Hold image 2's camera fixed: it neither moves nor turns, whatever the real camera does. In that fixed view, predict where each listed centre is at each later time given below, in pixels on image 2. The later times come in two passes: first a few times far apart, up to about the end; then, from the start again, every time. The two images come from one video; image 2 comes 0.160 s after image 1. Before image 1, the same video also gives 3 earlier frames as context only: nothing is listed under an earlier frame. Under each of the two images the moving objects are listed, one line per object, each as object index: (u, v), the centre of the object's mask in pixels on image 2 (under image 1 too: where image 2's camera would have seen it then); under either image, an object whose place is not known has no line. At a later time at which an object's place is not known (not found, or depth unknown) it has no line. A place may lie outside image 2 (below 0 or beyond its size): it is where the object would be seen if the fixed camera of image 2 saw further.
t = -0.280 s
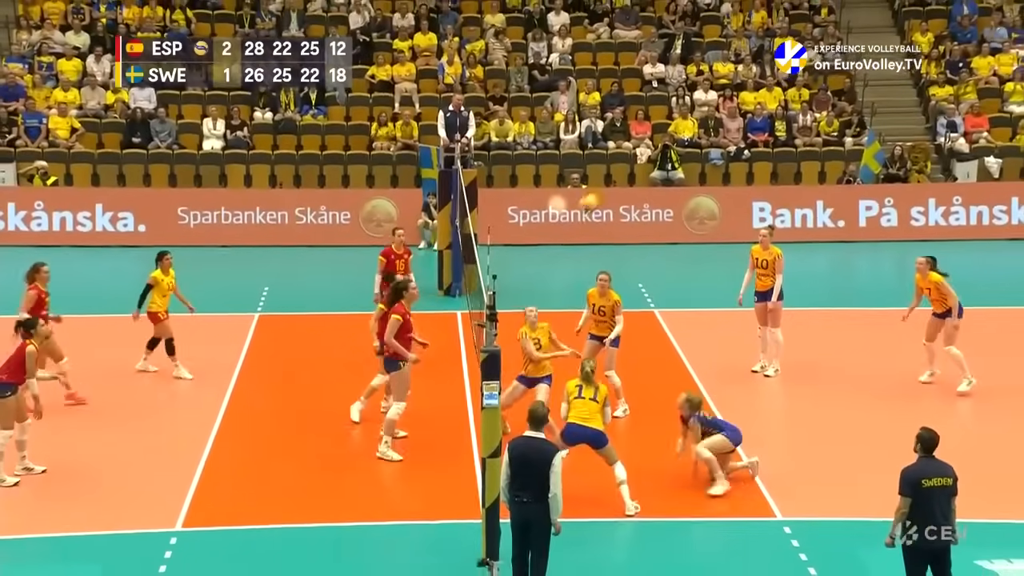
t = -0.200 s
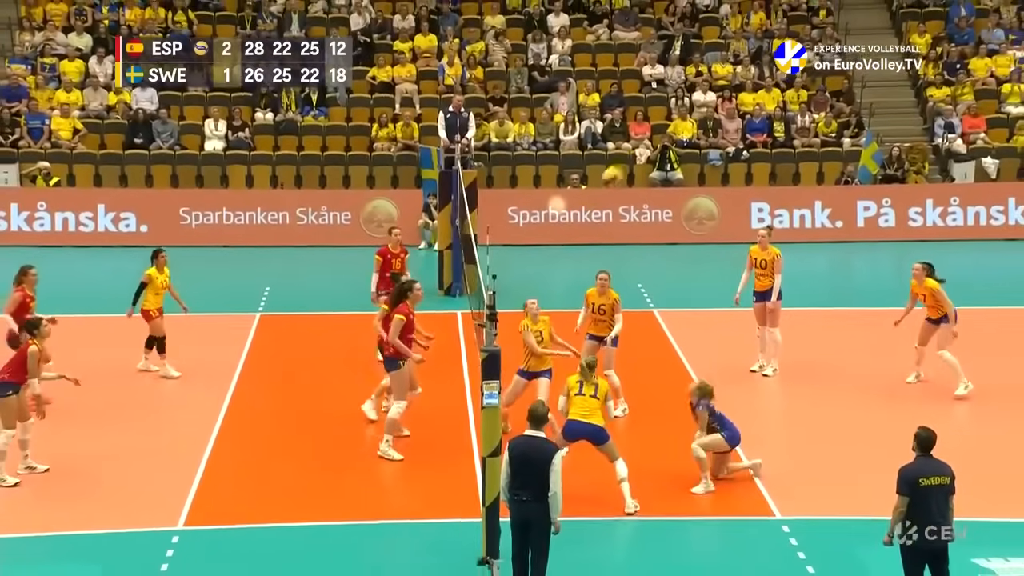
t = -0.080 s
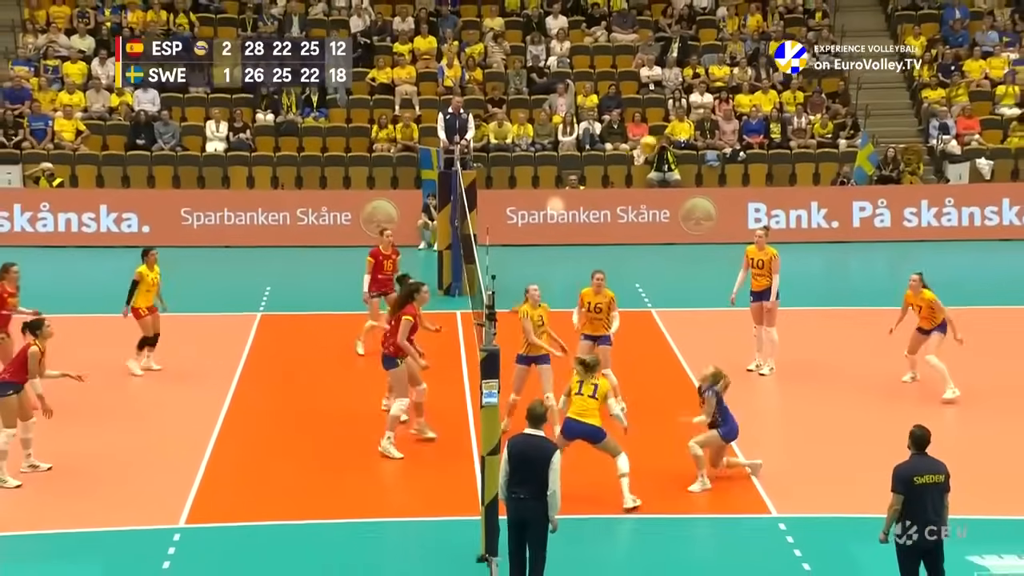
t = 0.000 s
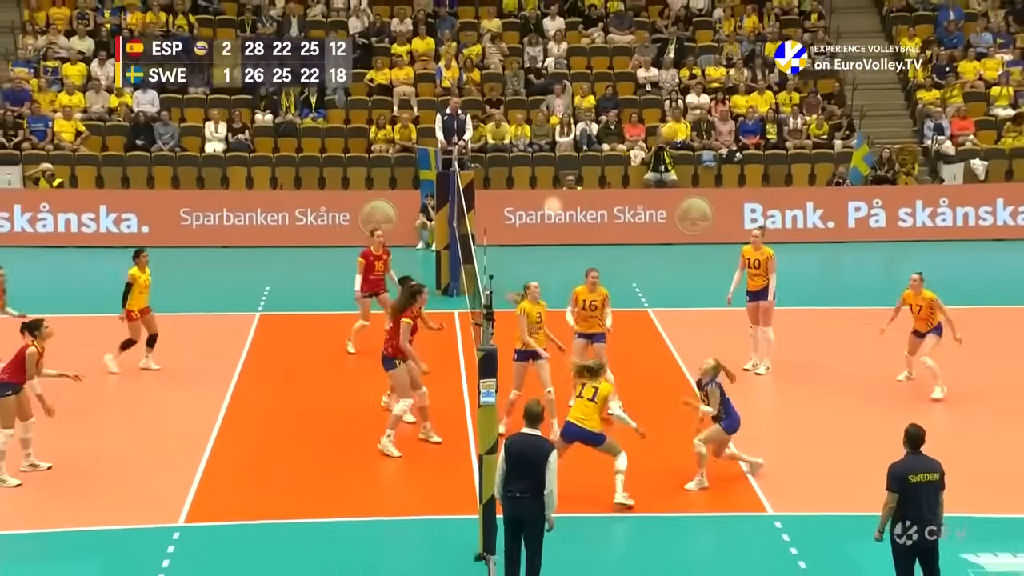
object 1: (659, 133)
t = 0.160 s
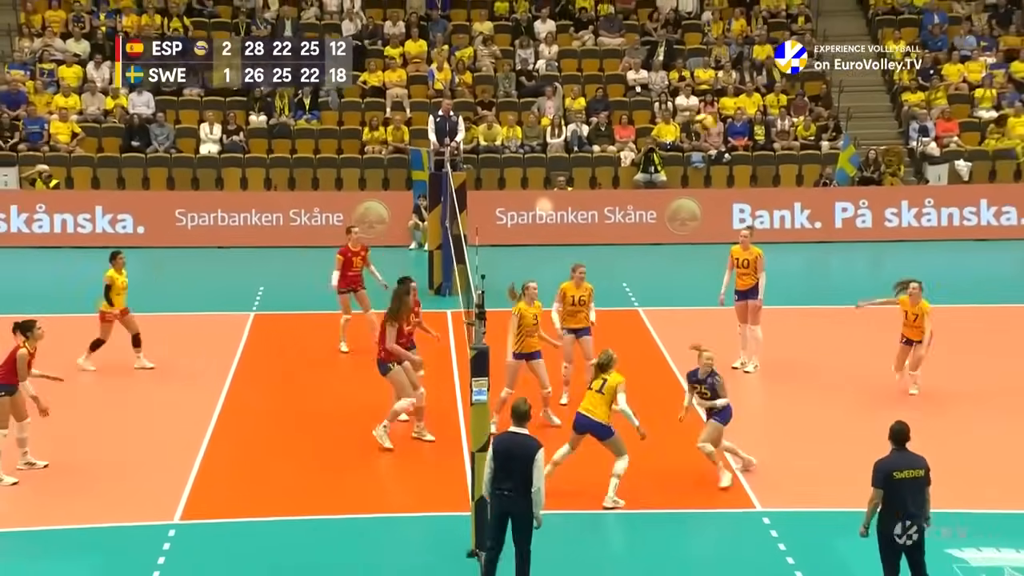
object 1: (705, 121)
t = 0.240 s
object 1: (727, 126)
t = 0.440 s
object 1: (781, 159)
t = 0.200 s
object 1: (717, 121)
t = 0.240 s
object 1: (727, 126)
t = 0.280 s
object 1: (738, 130)
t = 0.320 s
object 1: (749, 136)
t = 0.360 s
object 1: (761, 142)
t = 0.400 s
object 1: (771, 151)
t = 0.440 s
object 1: (781, 159)
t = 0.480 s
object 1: (793, 170)
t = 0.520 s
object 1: (803, 182)
